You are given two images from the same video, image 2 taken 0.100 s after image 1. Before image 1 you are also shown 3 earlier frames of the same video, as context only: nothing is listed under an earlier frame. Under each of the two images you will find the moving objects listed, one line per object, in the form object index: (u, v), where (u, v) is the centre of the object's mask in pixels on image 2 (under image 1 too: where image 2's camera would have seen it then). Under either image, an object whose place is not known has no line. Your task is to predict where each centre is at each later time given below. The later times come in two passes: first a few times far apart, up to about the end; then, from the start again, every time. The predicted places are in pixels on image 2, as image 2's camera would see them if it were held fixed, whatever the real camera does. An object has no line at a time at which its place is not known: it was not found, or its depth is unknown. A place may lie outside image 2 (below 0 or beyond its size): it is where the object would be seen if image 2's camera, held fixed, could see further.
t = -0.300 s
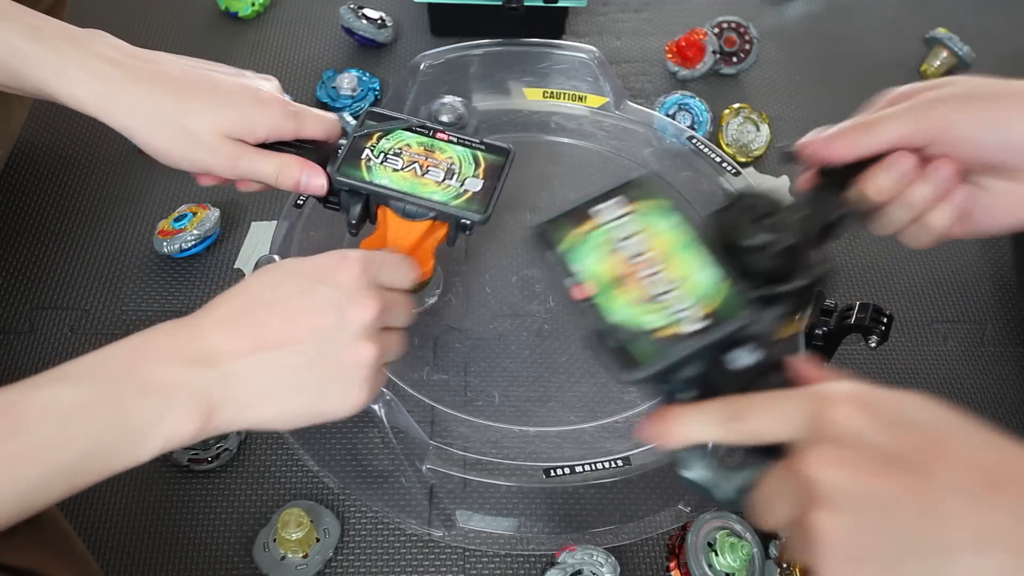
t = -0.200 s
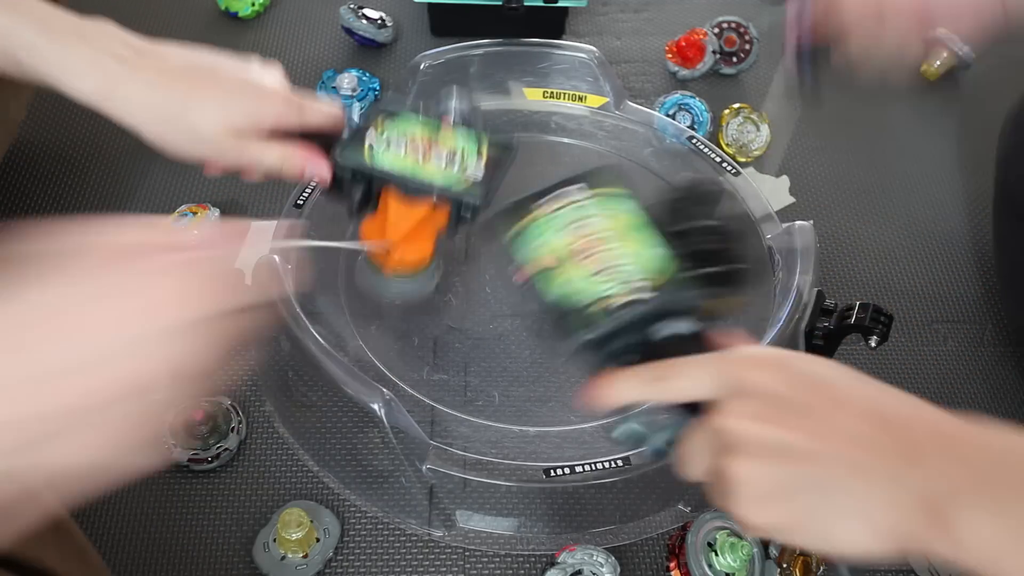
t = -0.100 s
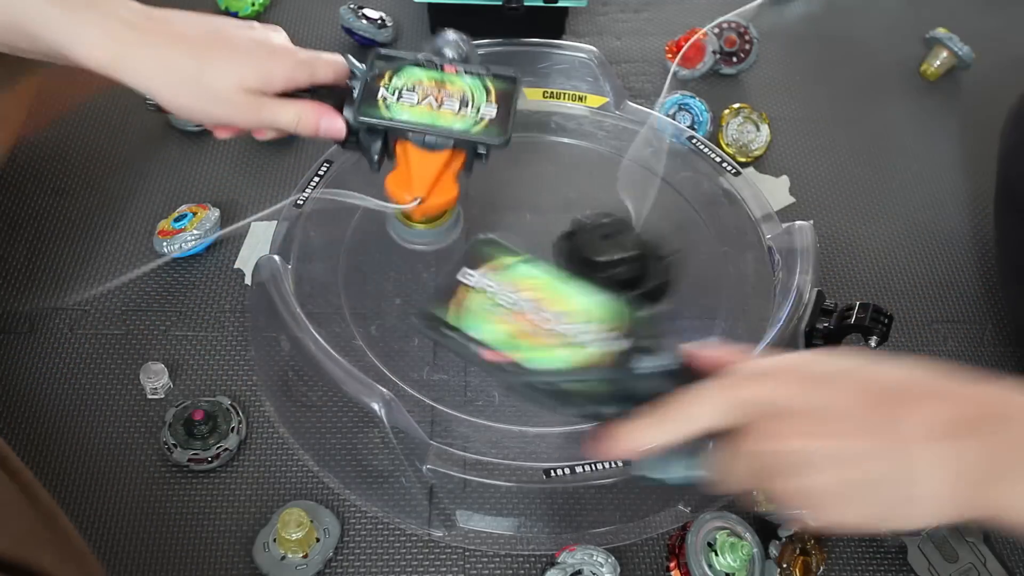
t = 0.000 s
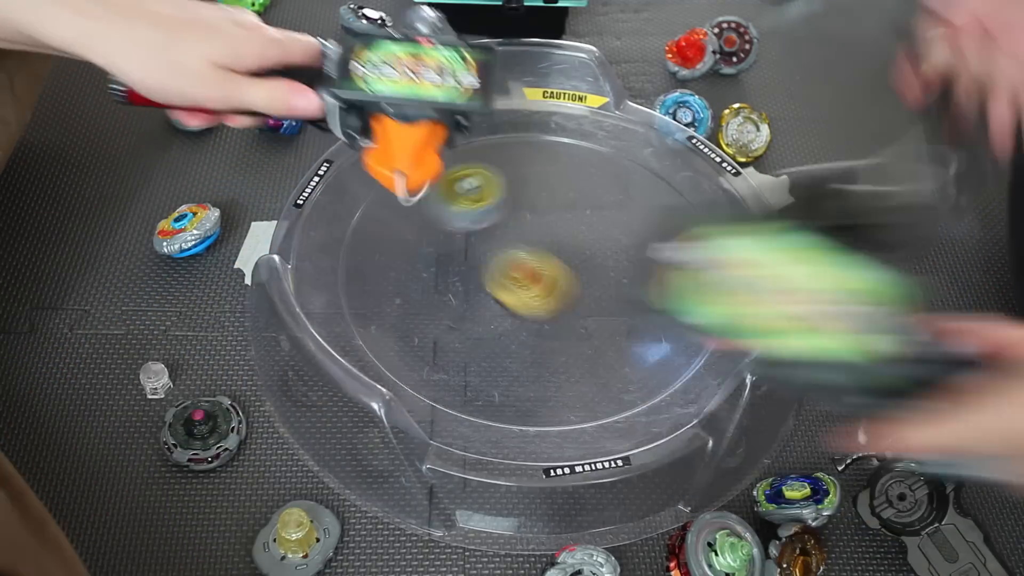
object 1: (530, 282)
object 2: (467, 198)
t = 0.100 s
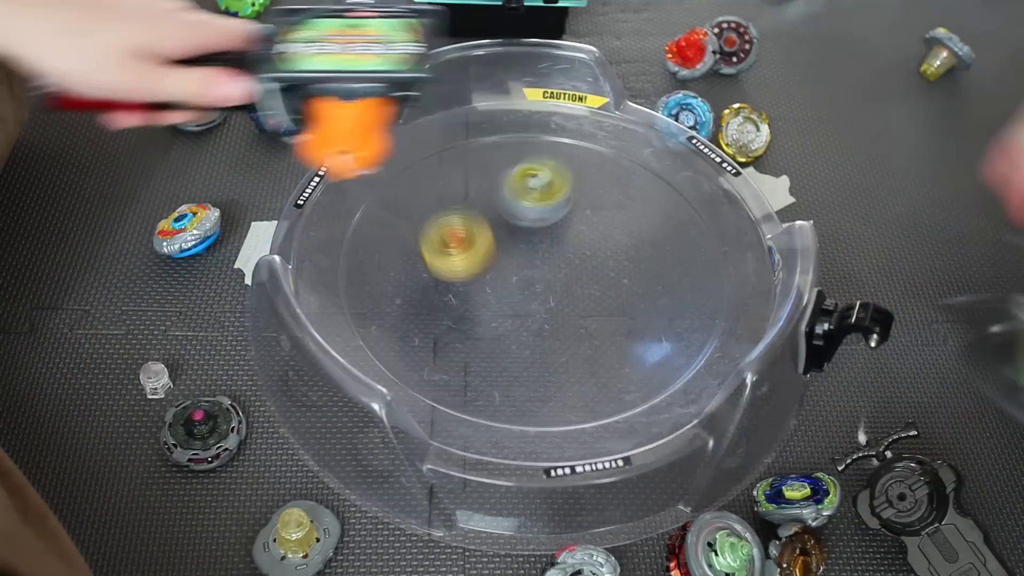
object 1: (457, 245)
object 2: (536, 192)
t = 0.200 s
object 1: (433, 226)
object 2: (584, 170)
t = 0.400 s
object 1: (495, 147)
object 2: (566, 153)
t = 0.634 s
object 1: (485, 140)
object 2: (596, 157)
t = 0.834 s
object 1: (451, 152)
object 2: (604, 158)
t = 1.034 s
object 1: (433, 172)
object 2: (594, 180)
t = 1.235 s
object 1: (436, 209)
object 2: (588, 240)
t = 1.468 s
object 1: (403, 276)
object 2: (644, 297)
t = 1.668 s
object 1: (367, 282)
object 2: (686, 300)
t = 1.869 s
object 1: (407, 287)
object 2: (683, 302)
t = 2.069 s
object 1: (520, 323)
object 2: (628, 302)
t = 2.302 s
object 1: (547, 398)
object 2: (542, 334)
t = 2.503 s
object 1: (477, 392)
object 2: (513, 334)
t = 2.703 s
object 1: (442, 350)
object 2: (500, 302)
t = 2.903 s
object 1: (495, 308)
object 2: (455, 253)
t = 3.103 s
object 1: (607, 322)
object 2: (400, 253)
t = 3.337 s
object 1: (600, 377)
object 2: (421, 279)
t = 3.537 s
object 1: (526, 312)
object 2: (482, 266)
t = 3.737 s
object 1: (633, 294)
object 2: (453, 179)
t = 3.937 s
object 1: (653, 328)
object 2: (433, 167)
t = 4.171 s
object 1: (548, 268)
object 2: (452, 191)
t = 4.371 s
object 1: (595, 182)
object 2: (511, 225)
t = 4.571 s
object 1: (672, 189)
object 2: (588, 221)
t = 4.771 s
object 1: (679, 296)
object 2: (537, 211)
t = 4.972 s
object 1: (508, 317)
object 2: (533, 262)
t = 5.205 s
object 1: (448, 177)
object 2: (587, 302)
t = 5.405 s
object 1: (553, 130)
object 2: (626, 283)
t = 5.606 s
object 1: (643, 192)
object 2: (584, 298)
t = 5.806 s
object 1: (672, 225)
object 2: (554, 377)
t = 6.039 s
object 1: (529, 303)
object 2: (595, 396)
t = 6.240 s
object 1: (415, 232)
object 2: (586, 377)
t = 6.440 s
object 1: (436, 150)
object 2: (550, 331)
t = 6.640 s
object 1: (547, 190)
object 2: (475, 300)
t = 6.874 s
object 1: (556, 325)
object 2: (412, 290)
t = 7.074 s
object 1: (429, 355)
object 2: (409, 292)
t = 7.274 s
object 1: (381, 286)
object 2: (448, 274)
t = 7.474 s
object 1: (443, 201)
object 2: (516, 242)
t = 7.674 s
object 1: (493, 136)
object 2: (623, 214)
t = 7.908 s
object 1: (526, 184)
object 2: (651, 170)
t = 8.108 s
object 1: (473, 250)
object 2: (614, 184)
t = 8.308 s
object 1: (394, 243)
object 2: (584, 215)
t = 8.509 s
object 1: (431, 228)
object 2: (580, 265)
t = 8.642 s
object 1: (495, 269)
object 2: (588, 292)
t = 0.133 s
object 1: (449, 227)
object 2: (553, 177)
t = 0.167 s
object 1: (441, 221)
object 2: (569, 168)
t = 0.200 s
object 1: (433, 226)
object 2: (584, 170)
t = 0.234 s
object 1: (430, 227)
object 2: (590, 165)
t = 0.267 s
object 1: (435, 208)
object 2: (593, 166)
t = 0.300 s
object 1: (441, 199)
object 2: (591, 165)
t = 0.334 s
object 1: (455, 181)
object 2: (583, 164)
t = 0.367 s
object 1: (475, 164)
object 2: (572, 160)
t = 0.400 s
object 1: (495, 147)
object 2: (566, 153)
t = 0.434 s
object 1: (492, 140)
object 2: (576, 143)
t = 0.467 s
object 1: (493, 136)
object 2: (581, 134)
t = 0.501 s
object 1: (499, 132)
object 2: (580, 134)
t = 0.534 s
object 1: (508, 127)
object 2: (575, 141)
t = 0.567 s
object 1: (511, 130)
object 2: (575, 147)
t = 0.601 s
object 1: (500, 136)
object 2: (586, 153)
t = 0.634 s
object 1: (485, 140)
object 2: (596, 157)
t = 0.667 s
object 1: (474, 142)
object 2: (601, 158)
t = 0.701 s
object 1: (464, 142)
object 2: (604, 158)
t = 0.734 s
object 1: (455, 140)
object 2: (604, 158)
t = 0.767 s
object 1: (449, 139)
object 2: (605, 157)
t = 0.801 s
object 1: (451, 145)
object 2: (604, 157)
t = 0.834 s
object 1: (451, 152)
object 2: (604, 158)
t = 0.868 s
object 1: (450, 157)
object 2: (603, 160)
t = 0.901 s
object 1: (448, 160)
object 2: (602, 162)
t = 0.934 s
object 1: (444, 163)
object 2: (601, 165)
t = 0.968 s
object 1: (440, 166)
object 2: (600, 168)
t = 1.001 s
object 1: (437, 169)
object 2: (598, 173)
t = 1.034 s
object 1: (433, 172)
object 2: (594, 180)
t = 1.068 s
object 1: (431, 176)
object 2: (590, 187)
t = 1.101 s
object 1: (429, 180)
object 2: (587, 196)
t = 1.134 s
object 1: (430, 185)
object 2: (585, 206)
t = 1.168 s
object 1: (431, 191)
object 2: (584, 217)
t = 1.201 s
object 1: (434, 199)
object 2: (584, 229)
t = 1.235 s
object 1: (436, 209)
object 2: (588, 240)
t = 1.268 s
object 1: (437, 220)
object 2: (592, 251)
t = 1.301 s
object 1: (436, 232)
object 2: (598, 262)
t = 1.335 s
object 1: (433, 244)
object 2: (605, 272)
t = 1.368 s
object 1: (428, 255)
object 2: (614, 281)
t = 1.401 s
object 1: (421, 264)
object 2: (624, 287)
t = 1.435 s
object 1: (412, 271)
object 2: (634, 293)
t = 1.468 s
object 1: (403, 276)
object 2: (644, 297)
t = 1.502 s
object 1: (393, 278)
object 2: (654, 300)
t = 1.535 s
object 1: (384, 279)
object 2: (663, 301)
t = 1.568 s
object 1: (377, 279)
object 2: (671, 301)
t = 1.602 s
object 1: (372, 280)
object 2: (677, 301)
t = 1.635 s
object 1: (368, 281)
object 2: (682, 300)
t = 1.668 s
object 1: (367, 282)
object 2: (686, 300)
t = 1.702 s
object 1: (367, 283)
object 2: (689, 300)
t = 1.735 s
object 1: (370, 285)
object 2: (689, 300)
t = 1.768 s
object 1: (375, 285)
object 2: (689, 301)
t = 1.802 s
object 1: (383, 287)
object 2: (689, 301)
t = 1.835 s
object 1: (394, 288)
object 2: (687, 301)
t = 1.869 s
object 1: (407, 287)
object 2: (683, 302)
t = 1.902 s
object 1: (423, 288)
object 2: (678, 302)
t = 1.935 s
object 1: (442, 291)
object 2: (672, 301)
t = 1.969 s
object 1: (462, 296)
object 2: (664, 300)
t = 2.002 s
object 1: (483, 305)
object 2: (653, 299)
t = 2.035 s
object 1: (502, 313)
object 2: (641, 300)
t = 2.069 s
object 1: (520, 323)
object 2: (628, 302)
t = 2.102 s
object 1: (534, 334)
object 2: (615, 304)
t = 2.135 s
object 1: (545, 344)
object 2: (603, 306)
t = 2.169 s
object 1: (551, 355)
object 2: (591, 307)
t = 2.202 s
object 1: (554, 366)
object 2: (578, 313)
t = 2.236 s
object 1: (554, 376)
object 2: (564, 319)
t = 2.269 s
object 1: (551, 387)
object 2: (552, 327)
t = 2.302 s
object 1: (547, 398)
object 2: (542, 334)
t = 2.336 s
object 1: (537, 395)
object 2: (534, 339)
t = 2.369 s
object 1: (525, 395)
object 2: (529, 342)
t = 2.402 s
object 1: (516, 398)
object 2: (525, 340)
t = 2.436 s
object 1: (504, 398)
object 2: (522, 337)
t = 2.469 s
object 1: (491, 395)
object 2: (518, 335)
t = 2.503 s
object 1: (477, 392)
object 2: (513, 334)
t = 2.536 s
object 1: (463, 384)
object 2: (507, 334)
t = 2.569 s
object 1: (454, 374)
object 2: (502, 332)
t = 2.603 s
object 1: (449, 365)
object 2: (501, 328)
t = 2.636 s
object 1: (441, 364)
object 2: (502, 320)
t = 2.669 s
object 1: (440, 359)
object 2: (503, 310)
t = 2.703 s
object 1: (442, 350)
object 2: (500, 302)
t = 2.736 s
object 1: (446, 340)
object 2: (493, 294)
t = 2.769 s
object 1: (453, 328)
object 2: (487, 285)
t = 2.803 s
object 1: (456, 323)
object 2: (482, 274)
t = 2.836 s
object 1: (464, 318)
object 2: (475, 264)
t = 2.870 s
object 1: (477, 312)
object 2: (466, 257)
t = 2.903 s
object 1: (495, 308)
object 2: (455, 253)
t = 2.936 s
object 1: (515, 305)
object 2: (442, 250)
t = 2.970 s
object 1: (537, 305)
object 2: (430, 248)
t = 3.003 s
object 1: (558, 306)
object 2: (420, 247)
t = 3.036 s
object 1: (577, 310)
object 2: (411, 248)
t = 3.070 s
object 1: (594, 315)
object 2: (405, 250)
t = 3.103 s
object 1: (607, 322)
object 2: (400, 253)
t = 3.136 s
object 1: (618, 331)
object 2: (397, 257)
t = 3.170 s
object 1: (624, 341)
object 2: (397, 261)
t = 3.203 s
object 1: (627, 352)
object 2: (399, 265)
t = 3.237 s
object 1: (625, 363)
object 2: (402, 269)
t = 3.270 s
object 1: (620, 371)
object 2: (407, 273)
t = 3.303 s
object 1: (612, 376)
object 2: (413, 276)
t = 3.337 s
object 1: (600, 377)
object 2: (421, 279)
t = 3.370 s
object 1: (587, 375)
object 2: (430, 281)
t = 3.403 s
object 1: (572, 370)
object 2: (441, 281)
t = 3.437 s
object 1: (554, 360)
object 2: (452, 280)
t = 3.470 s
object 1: (539, 347)
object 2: (463, 277)
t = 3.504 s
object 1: (529, 330)
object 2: (474, 273)
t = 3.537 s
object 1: (526, 312)
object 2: (482, 266)
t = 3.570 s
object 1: (544, 309)
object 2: (479, 244)
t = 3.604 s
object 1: (564, 307)
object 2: (474, 222)
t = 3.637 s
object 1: (582, 302)
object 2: (470, 206)
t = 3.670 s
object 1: (599, 298)
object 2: (465, 194)
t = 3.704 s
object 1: (617, 295)
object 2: (459, 186)
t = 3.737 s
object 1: (633, 294)
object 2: (453, 179)
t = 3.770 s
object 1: (647, 297)
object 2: (446, 175)
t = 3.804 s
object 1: (656, 301)
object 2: (441, 172)
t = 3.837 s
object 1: (664, 307)
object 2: (437, 170)
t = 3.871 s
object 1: (667, 314)
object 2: (434, 168)
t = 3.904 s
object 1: (664, 322)
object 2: (433, 167)
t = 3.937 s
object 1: (653, 328)
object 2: (433, 167)
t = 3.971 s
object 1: (638, 331)
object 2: (434, 168)
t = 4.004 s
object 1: (618, 330)
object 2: (435, 170)
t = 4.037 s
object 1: (598, 324)
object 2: (437, 172)
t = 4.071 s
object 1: (580, 314)
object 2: (439, 174)
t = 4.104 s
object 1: (565, 300)
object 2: (443, 179)
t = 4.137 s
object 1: (555, 285)
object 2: (447, 185)
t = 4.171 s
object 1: (548, 268)
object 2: (452, 191)
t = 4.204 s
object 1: (547, 251)
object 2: (458, 198)
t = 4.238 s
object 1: (550, 234)
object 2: (465, 204)
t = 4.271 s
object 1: (557, 218)
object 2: (475, 211)
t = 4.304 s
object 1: (567, 204)
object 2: (486, 216)
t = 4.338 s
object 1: (580, 192)
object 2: (498, 221)
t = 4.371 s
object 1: (595, 182)
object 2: (511, 225)
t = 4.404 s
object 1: (612, 176)
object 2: (524, 228)
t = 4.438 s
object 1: (630, 173)
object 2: (537, 229)
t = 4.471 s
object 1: (646, 172)
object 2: (551, 229)
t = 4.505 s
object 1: (658, 174)
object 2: (564, 228)
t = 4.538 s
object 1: (667, 180)
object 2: (576, 225)
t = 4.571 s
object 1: (672, 189)
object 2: (588, 221)
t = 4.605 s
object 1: (673, 201)
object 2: (598, 216)
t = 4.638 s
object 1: (690, 214)
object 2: (589, 210)
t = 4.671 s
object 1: (710, 228)
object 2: (568, 206)
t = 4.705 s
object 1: (704, 254)
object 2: (554, 204)
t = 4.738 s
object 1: (694, 277)
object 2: (544, 206)
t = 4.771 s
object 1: (679, 296)
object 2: (537, 211)
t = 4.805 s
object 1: (658, 312)
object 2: (532, 218)
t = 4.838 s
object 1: (631, 324)
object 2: (527, 226)
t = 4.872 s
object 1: (599, 330)
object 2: (525, 235)
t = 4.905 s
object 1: (567, 331)
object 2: (526, 244)
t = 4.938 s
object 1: (536, 326)
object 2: (528, 255)
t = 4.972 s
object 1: (508, 317)
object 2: (533, 262)
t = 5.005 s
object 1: (483, 303)
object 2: (541, 273)
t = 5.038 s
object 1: (464, 286)
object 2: (545, 283)
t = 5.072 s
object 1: (449, 264)
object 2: (551, 290)
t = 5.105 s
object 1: (440, 242)
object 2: (560, 294)
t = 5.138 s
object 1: (437, 219)
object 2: (569, 298)
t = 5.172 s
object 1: (440, 197)
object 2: (577, 301)
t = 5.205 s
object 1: (448, 177)
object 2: (587, 302)
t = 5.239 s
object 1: (460, 160)
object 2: (597, 302)
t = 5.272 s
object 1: (475, 145)
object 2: (606, 300)
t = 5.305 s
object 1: (493, 135)
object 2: (614, 297)
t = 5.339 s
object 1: (511, 129)
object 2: (620, 293)
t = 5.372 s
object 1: (531, 128)
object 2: (624, 288)
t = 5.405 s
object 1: (553, 130)
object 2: (626, 283)
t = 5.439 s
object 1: (573, 137)
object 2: (625, 278)
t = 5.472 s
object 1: (592, 149)
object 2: (622, 274)
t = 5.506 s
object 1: (608, 166)
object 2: (618, 270)
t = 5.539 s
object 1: (620, 185)
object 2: (612, 268)
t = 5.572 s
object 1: (630, 203)
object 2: (603, 273)
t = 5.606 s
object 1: (643, 192)
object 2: (584, 298)
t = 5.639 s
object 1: (655, 182)
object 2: (565, 320)
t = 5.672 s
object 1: (662, 180)
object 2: (551, 337)
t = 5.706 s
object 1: (668, 184)
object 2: (543, 350)
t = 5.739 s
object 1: (672, 194)
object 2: (542, 361)
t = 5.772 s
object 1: (674, 207)
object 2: (546, 369)
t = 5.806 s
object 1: (672, 225)
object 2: (554, 377)
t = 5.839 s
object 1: (665, 243)
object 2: (563, 382)
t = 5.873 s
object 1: (651, 262)
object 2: (573, 387)
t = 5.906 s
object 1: (633, 279)
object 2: (581, 391)
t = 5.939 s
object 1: (609, 292)
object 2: (587, 393)
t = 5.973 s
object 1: (583, 300)
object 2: (591, 395)
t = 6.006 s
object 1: (555, 304)
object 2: (593, 396)
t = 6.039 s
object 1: (529, 303)
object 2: (595, 396)
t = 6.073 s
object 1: (501, 298)
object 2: (596, 395)
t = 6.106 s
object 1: (479, 290)
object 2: (596, 394)
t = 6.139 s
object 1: (457, 279)
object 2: (595, 392)
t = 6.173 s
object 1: (439, 265)
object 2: (593, 388)
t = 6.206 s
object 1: (425, 249)
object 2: (590, 383)
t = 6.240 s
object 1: (415, 232)
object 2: (586, 377)
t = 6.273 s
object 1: (409, 214)
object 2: (582, 370)
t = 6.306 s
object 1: (407, 196)
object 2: (578, 362)
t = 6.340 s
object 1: (410, 180)
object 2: (573, 354)
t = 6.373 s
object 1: (415, 167)
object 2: (567, 346)
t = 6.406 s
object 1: (424, 158)
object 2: (559, 338)
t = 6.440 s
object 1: (436, 150)
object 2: (550, 331)
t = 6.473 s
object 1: (452, 147)
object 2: (540, 325)
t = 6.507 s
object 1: (469, 147)
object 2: (528, 319)
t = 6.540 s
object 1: (488, 153)
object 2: (515, 313)
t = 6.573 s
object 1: (509, 161)
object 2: (500, 308)
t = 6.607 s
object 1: (528, 175)
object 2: (487, 304)
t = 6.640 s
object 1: (547, 190)
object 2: (475, 300)
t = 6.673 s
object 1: (561, 210)
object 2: (463, 297)
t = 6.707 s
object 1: (571, 229)
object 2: (451, 294)
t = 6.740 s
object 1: (577, 251)
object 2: (441, 292)
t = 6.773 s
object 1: (579, 271)
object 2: (431, 291)
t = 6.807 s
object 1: (576, 291)
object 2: (424, 290)
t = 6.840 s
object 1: (568, 309)
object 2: (417, 290)
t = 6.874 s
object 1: (556, 325)
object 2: (412, 290)
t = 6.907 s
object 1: (541, 339)
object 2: (409, 290)
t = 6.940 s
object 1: (521, 349)
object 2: (406, 290)
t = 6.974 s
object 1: (499, 356)
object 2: (405, 291)
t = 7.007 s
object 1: (475, 359)
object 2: (405, 292)
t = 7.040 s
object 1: (451, 358)
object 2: (406, 292)
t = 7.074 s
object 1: (429, 355)
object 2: (409, 292)
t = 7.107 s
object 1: (410, 348)
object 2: (413, 290)
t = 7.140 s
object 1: (394, 340)
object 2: (420, 288)
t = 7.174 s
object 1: (383, 328)
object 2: (428, 286)
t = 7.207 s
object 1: (377, 315)
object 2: (435, 283)
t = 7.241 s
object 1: (377, 300)
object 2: (441, 279)
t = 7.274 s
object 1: (381, 286)
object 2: (448, 274)
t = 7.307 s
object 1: (387, 271)
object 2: (457, 270)
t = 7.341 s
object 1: (394, 256)
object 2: (467, 265)
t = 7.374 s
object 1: (399, 239)
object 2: (481, 260)
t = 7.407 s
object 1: (411, 226)
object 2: (493, 254)
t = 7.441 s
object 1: (431, 215)
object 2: (502, 247)
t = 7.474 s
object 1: (443, 201)
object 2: (516, 242)
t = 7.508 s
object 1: (435, 180)
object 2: (546, 243)
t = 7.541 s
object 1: (433, 160)
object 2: (570, 242)
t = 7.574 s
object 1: (438, 146)
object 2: (588, 238)
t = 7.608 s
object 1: (449, 136)
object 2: (603, 232)
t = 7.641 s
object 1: (470, 135)
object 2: (615, 223)
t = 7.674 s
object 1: (493, 136)
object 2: (623, 214)
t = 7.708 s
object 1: (514, 138)
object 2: (628, 204)
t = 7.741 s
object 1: (533, 144)
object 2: (628, 193)
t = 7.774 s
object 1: (550, 153)
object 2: (625, 182)
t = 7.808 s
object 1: (549, 159)
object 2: (634, 176)
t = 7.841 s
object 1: (537, 165)
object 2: (646, 172)
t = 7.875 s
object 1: (529, 174)
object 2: (651, 168)
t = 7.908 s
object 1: (526, 184)
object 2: (651, 170)
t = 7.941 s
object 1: (523, 197)
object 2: (644, 174)
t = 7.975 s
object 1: (518, 209)
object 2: (636, 177)
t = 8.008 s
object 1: (510, 223)
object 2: (629, 180)
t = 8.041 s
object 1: (499, 234)
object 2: (624, 181)
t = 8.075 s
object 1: (487, 243)
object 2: (619, 183)
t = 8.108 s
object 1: (473, 250)
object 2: (614, 184)
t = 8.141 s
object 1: (458, 255)
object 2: (608, 186)
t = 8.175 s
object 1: (443, 257)
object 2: (602, 190)
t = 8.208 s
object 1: (428, 257)
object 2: (596, 195)
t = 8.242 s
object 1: (415, 255)
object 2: (591, 201)
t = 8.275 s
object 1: (403, 250)
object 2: (588, 208)
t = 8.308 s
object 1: (394, 243)
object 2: (584, 215)
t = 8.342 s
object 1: (390, 236)
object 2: (582, 224)
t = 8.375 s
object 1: (390, 231)
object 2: (580, 232)
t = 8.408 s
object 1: (394, 227)
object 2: (579, 240)
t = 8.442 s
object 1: (403, 225)
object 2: (579, 249)
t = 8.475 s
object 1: (415, 225)
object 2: (579, 257)
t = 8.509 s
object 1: (431, 228)
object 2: (580, 265)
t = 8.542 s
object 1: (448, 235)
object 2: (581, 272)
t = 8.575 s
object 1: (464, 244)
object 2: (583, 280)
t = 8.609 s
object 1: (481, 256)
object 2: (585, 286)
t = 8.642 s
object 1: (495, 269)
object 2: (588, 292)
